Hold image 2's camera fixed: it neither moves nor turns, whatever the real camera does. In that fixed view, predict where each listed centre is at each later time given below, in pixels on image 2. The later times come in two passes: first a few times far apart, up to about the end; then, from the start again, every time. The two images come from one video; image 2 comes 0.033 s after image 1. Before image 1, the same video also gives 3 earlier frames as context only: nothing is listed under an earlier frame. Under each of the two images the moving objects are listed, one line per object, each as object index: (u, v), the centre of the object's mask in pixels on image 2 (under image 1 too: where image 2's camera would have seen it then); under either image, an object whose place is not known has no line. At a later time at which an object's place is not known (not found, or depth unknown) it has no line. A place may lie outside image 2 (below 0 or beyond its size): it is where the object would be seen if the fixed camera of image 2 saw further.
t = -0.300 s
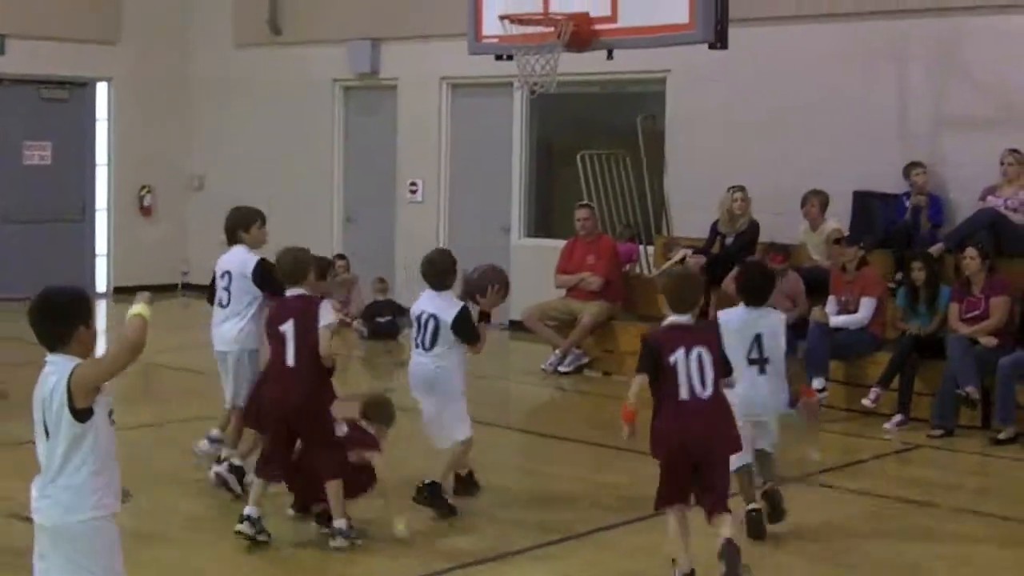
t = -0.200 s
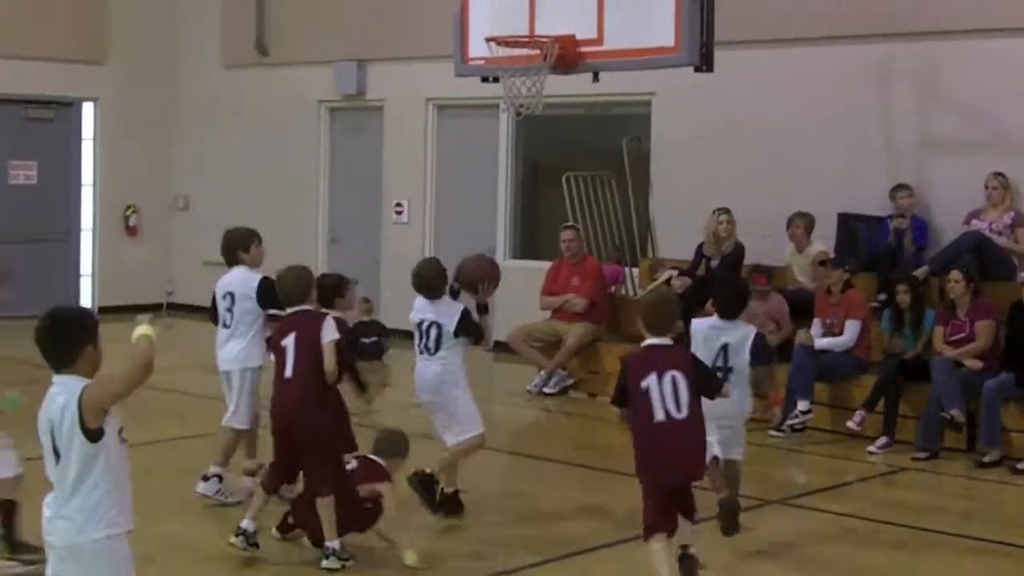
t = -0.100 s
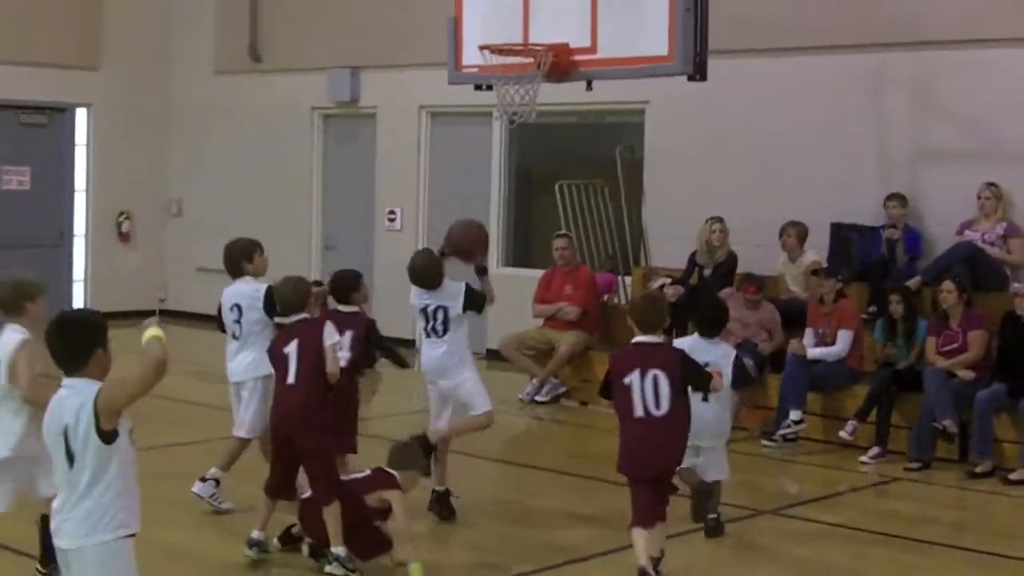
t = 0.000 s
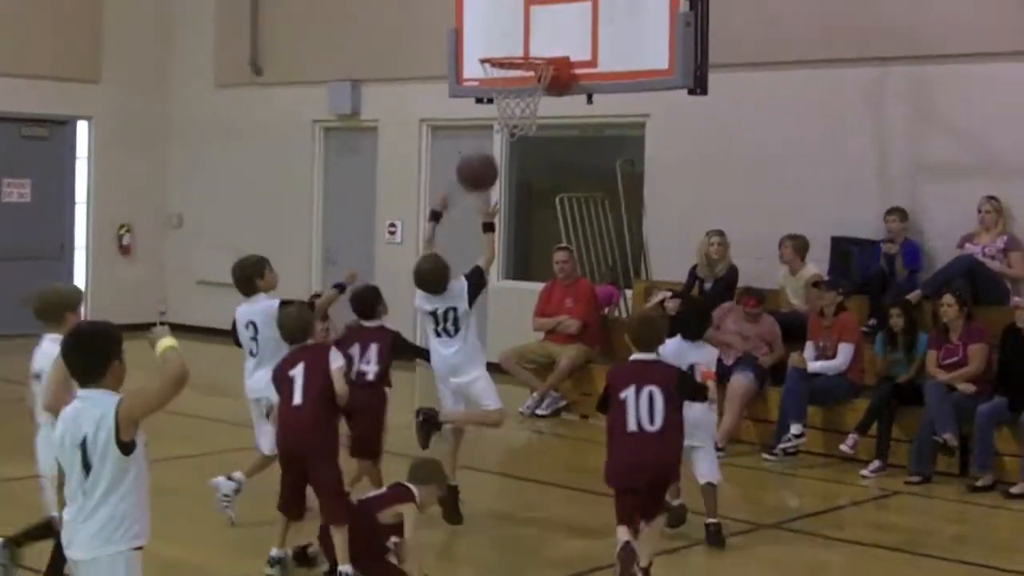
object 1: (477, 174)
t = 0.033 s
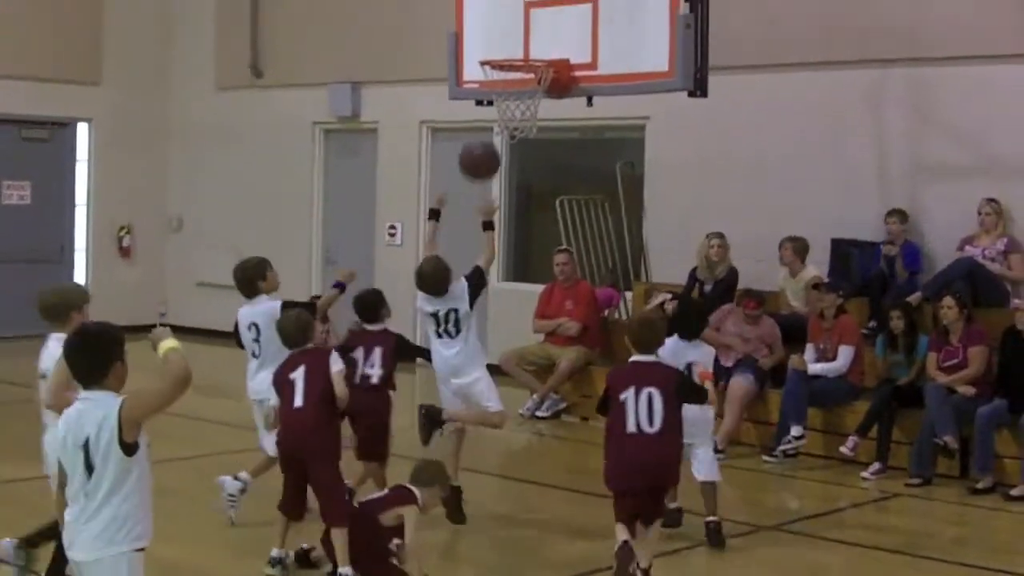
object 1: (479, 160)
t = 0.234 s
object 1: (500, 40)
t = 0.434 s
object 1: (517, -2)
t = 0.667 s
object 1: (533, 36)
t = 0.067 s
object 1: (482, 134)
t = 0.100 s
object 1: (487, 112)
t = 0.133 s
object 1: (490, 89)
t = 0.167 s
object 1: (494, 70)
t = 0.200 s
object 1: (497, 54)
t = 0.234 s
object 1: (500, 40)
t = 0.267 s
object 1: (503, 28)
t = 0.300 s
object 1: (507, 18)
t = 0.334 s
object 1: (509, 10)
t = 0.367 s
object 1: (512, 4)
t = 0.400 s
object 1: (515, 0)
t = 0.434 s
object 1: (517, -2)
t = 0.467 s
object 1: (520, -1)
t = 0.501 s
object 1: (523, 0)
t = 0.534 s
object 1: (525, 4)
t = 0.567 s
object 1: (527, 9)
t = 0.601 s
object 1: (529, 16)
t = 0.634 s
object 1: (531, 26)
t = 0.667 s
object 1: (533, 36)
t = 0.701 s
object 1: (535, 45)
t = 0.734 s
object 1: (528, 41)
